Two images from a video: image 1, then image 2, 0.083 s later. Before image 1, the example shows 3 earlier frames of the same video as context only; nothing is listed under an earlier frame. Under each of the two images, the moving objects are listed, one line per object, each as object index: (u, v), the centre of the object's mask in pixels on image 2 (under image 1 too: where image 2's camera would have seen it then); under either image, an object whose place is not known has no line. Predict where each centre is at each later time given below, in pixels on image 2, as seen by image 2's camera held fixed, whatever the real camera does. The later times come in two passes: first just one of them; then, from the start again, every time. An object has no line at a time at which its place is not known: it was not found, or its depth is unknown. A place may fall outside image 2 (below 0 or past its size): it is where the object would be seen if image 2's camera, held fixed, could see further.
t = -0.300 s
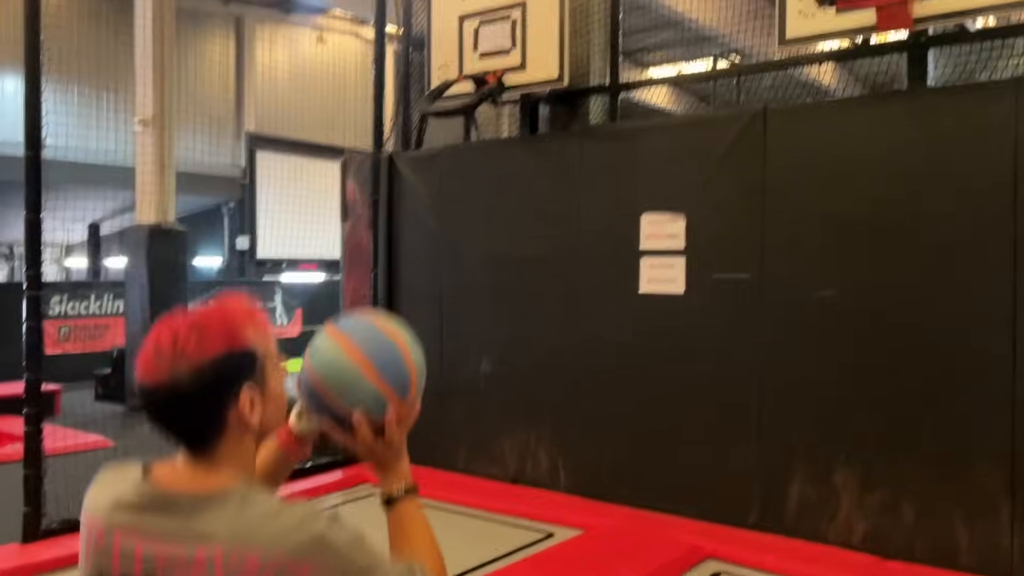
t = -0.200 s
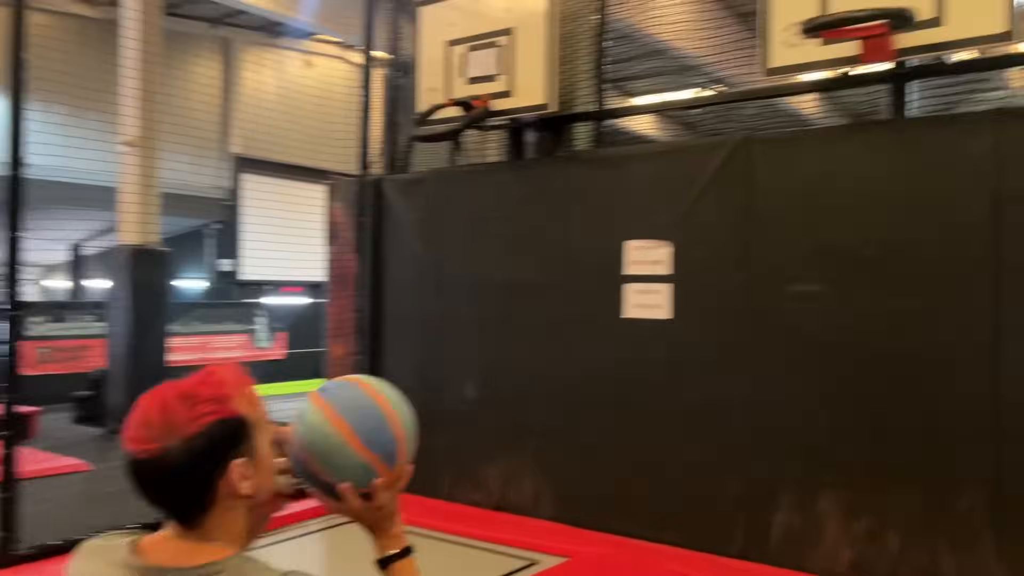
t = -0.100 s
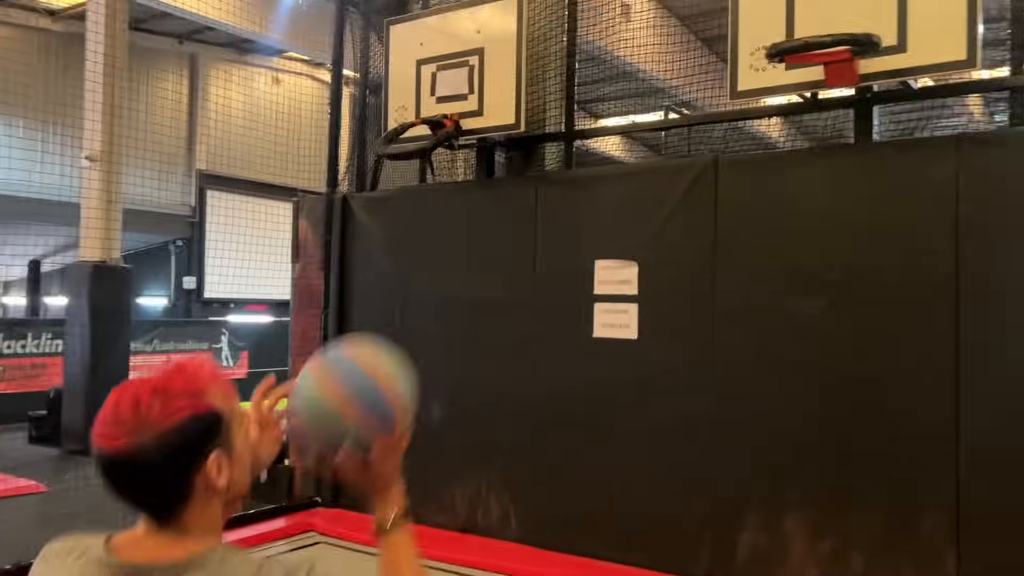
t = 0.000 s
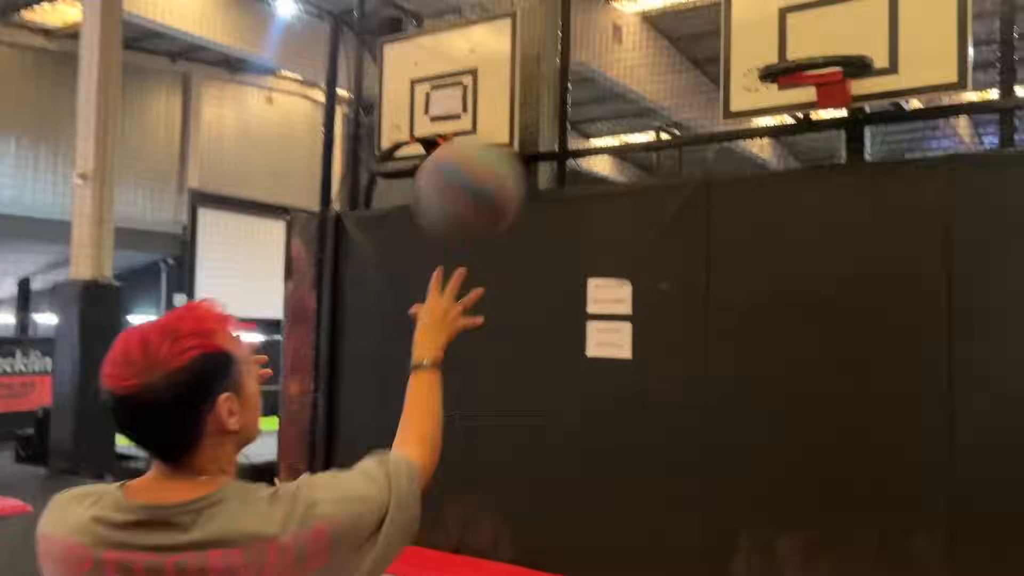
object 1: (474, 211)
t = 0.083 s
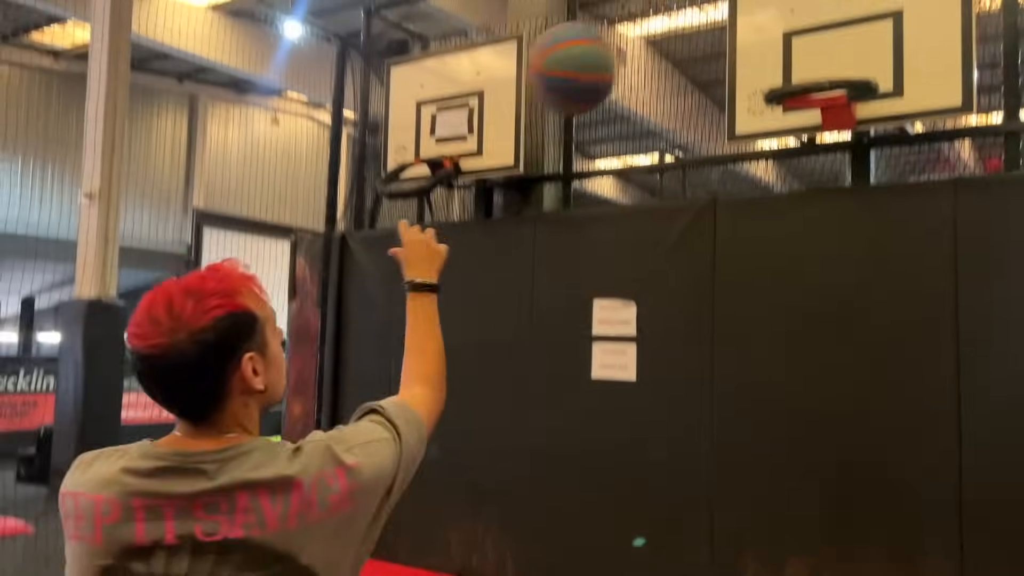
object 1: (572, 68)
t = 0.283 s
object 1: (724, -60)
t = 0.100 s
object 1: (588, 47)
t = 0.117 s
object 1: (605, 28)
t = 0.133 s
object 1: (618, 15)
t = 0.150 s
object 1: (632, 2)
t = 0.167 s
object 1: (645, -8)
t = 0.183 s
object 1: (659, -18)
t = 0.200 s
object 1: (671, -27)
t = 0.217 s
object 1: (682, -36)
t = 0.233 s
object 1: (693, -43)
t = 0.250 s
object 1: (704, -50)
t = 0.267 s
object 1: (715, -56)
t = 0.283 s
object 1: (724, -60)
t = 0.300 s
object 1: (734, -66)
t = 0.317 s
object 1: (742, -69)
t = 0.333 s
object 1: (751, -72)
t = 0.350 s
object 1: (760, -73)
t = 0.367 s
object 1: (768, -72)
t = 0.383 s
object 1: (776, -72)
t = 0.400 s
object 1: (782, -70)
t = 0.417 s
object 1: (790, -70)
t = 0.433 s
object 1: (794, -69)
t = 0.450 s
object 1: (802, -63)
